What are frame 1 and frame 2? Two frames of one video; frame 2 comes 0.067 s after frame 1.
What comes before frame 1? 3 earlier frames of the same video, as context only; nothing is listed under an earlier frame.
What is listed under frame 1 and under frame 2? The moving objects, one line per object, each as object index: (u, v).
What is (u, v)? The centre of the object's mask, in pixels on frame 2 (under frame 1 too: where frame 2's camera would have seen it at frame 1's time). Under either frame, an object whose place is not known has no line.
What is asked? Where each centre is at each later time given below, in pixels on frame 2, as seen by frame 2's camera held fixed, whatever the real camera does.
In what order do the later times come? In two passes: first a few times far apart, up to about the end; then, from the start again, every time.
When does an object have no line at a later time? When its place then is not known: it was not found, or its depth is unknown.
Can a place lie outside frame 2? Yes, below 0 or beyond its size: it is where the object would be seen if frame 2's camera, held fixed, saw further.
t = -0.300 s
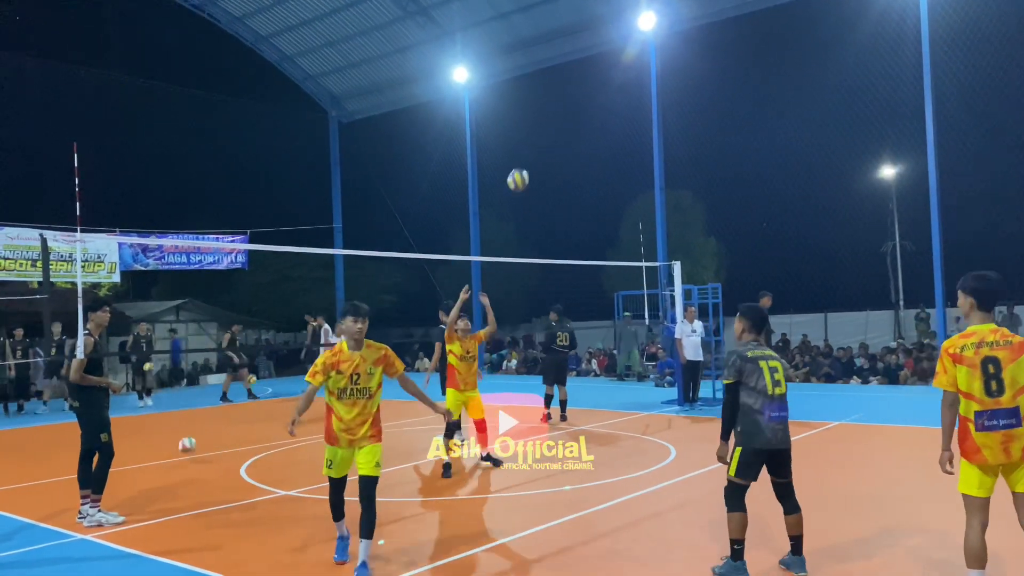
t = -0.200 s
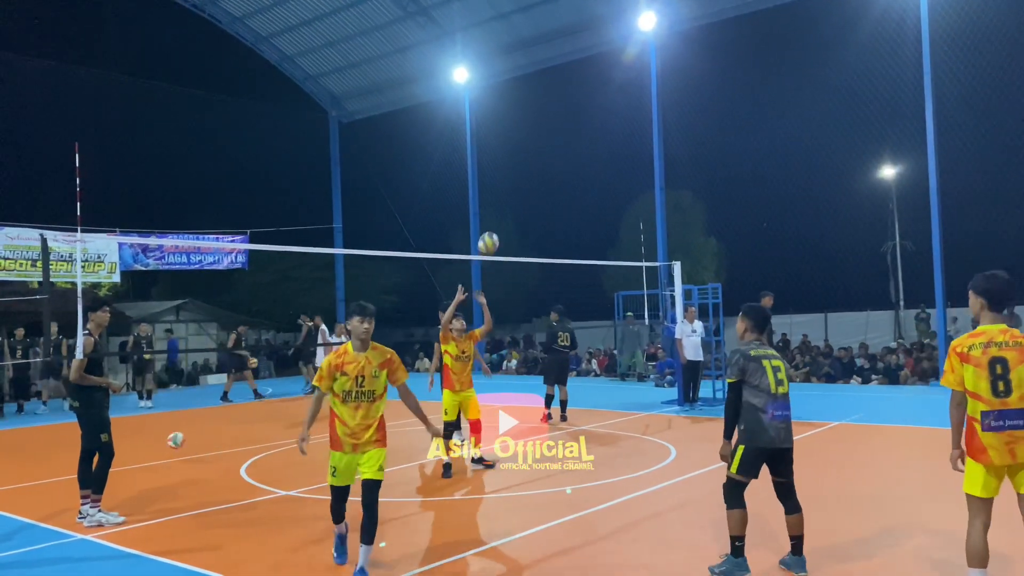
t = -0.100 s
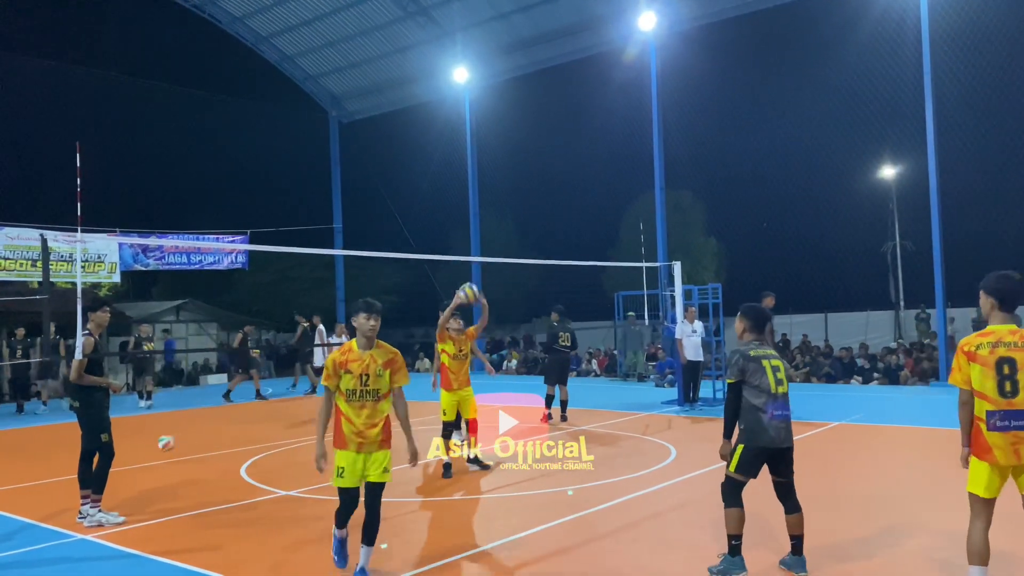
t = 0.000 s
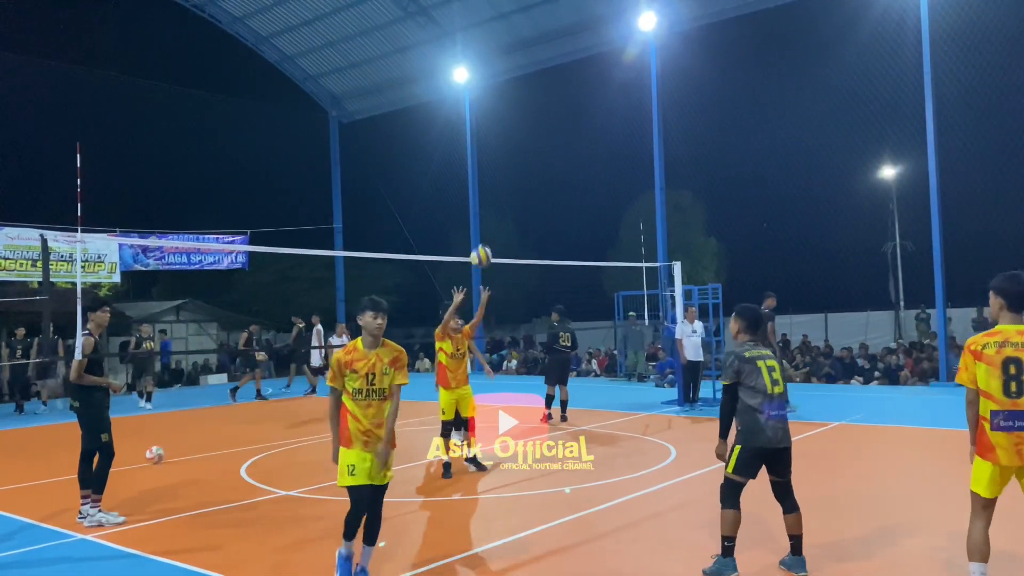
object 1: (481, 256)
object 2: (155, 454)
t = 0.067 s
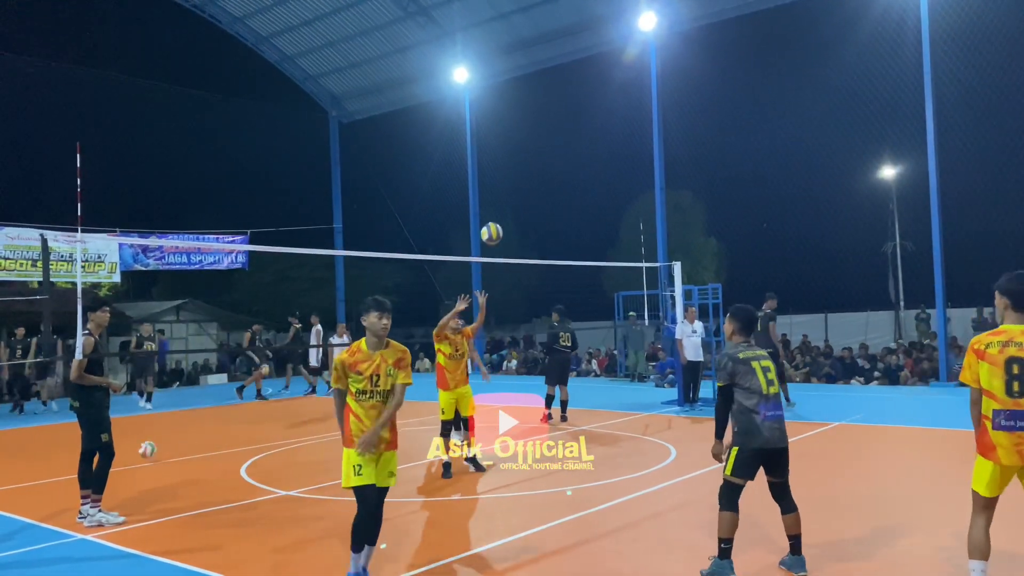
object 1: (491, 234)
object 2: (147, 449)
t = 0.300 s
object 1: (531, 185)
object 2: (123, 450)
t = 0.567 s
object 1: (588, 199)
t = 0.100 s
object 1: (496, 224)
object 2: (143, 447)
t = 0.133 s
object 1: (502, 215)
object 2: (140, 445)
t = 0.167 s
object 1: (508, 207)
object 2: (137, 444)
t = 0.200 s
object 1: (513, 200)
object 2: (132, 444)
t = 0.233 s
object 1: (519, 194)
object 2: (129, 445)
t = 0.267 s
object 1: (525, 189)
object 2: (126, 447)
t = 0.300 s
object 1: (531, 185)
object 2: (123, 450)
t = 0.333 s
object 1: (538, 182)
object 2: (121, 454)
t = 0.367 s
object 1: (545, 181)
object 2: (119, 453)
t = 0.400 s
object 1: (551, 181)
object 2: (117, 449)
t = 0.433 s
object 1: (558, 182)
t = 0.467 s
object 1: (565, 184)
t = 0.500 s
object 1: (572, 188)
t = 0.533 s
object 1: (580, 193)
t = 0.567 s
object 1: (588, 199)
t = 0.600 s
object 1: (595, 207)
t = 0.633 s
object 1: (604, 217)
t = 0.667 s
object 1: (612, 228)
